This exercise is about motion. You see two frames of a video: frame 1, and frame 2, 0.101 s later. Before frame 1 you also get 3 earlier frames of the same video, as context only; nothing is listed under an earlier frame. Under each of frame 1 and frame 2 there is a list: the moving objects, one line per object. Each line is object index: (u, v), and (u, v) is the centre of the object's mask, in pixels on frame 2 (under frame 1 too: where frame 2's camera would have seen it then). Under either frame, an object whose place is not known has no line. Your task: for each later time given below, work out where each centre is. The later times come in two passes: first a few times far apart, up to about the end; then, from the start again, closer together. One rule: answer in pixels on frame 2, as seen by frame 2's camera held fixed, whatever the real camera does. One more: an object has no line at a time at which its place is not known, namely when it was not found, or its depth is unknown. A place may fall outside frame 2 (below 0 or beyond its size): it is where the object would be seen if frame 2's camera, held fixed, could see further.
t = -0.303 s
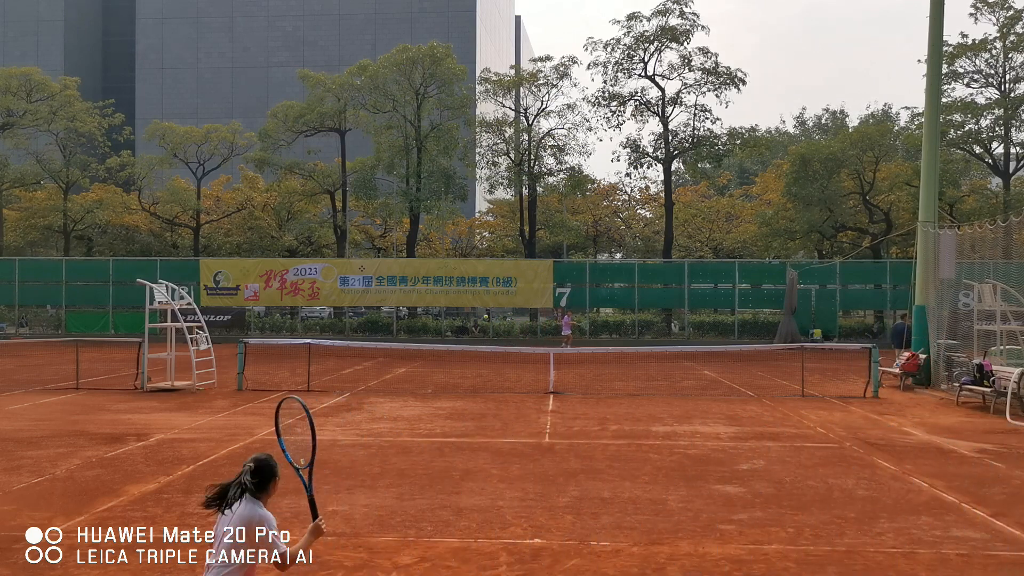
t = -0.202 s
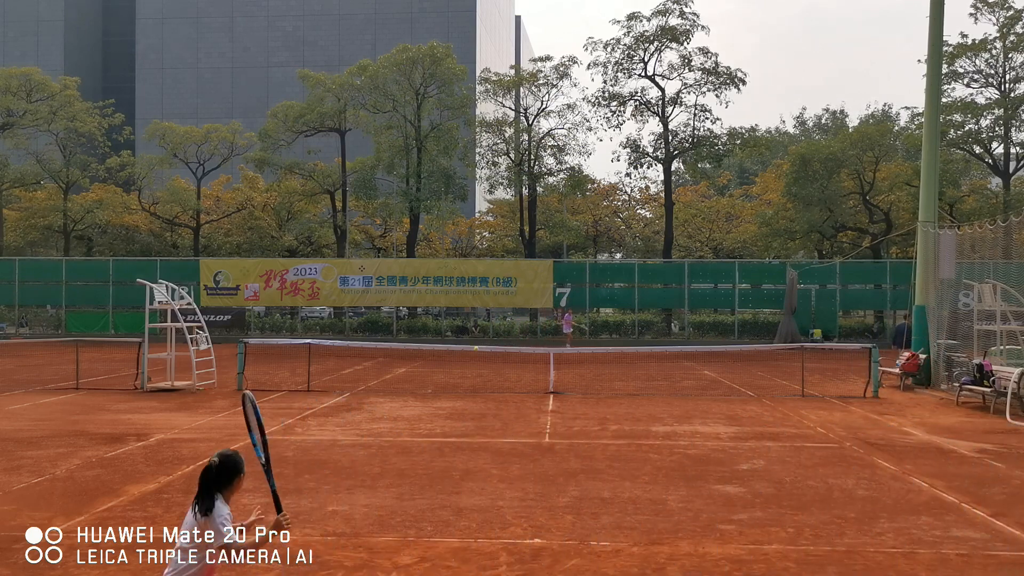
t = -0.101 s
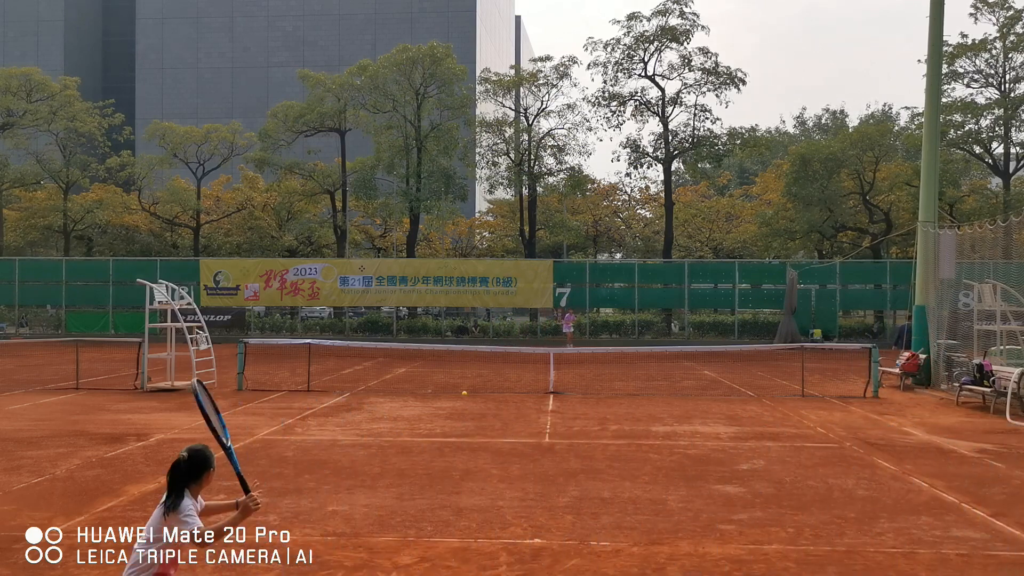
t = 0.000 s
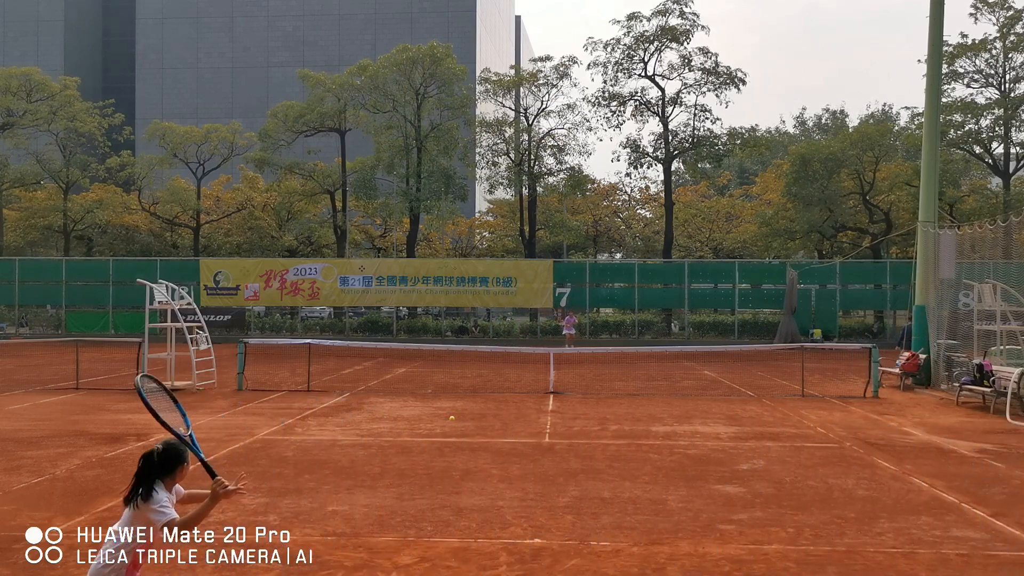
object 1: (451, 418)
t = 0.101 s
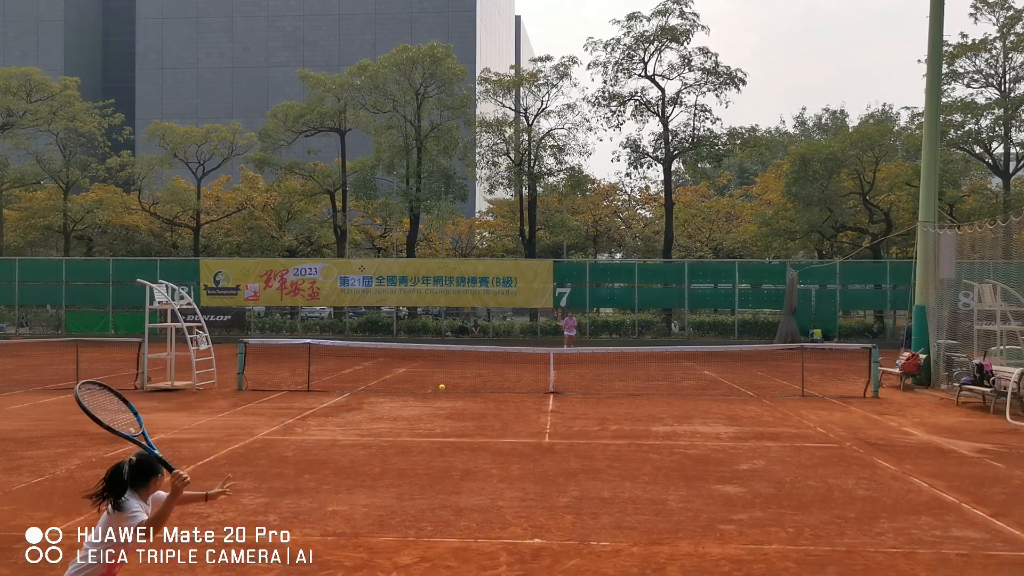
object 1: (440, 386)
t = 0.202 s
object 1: (430, 360)
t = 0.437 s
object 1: (393, 326)
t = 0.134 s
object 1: (439, 381)
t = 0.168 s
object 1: (434, 370)
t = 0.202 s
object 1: (430, 360)
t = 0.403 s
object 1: (399, 328)
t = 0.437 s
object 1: (393, 326)
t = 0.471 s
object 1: (386, 324)
